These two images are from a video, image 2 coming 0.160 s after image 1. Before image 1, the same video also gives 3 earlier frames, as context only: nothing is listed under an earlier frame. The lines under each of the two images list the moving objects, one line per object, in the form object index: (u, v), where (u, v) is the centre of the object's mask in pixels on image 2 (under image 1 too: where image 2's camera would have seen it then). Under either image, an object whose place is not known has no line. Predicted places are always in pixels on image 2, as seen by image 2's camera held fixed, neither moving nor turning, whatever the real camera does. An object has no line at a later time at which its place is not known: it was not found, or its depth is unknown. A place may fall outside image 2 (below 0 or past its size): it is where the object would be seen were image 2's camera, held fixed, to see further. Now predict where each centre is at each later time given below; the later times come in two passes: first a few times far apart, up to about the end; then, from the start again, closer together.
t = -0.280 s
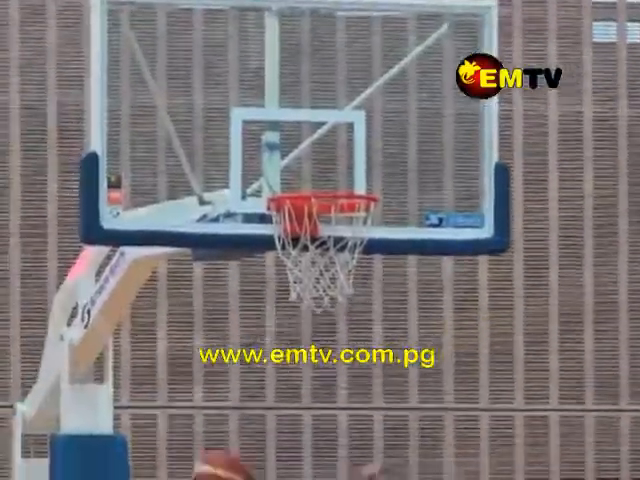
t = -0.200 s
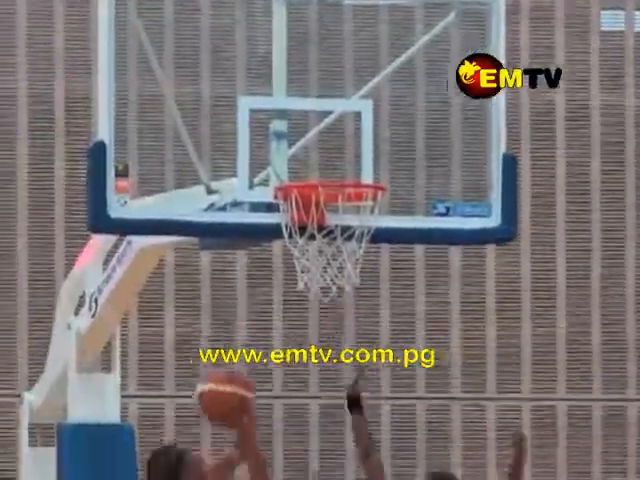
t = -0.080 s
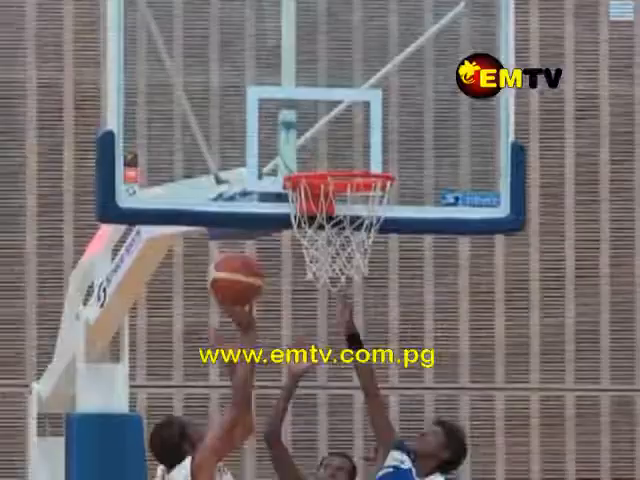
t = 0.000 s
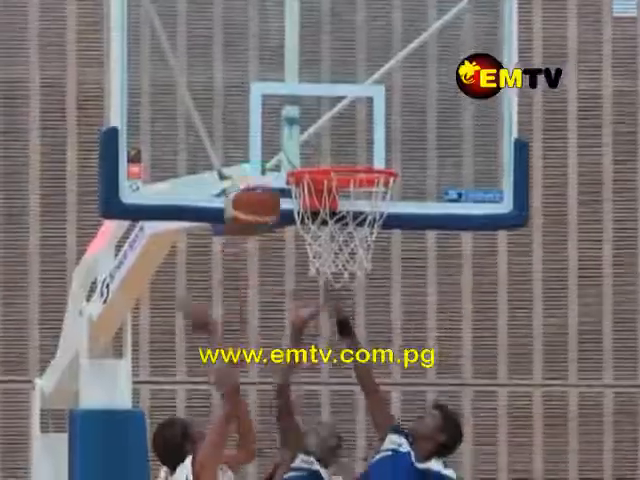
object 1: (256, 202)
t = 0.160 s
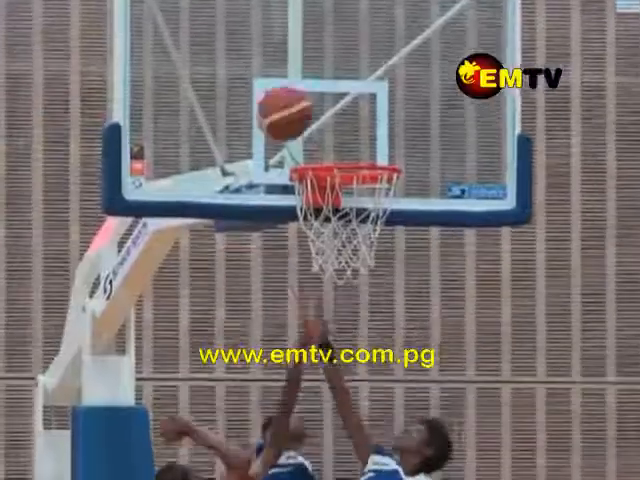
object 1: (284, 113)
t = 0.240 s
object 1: (297, 90)
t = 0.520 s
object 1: (344, 122)
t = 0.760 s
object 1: (397, 137)
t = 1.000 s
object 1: (457, 231)
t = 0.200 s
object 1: (291, 99)
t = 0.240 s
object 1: (297, 90)
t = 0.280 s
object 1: (305, 83)
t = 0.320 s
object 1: (310, 80)
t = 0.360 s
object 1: (317, 83)
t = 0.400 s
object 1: (324, 87)
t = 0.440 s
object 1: (331, 93)
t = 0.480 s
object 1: (337, 107)
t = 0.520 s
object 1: (344, 122)
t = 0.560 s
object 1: (351, 138)
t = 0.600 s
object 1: (359, 141)
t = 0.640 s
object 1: (369, 137)
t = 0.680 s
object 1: (379, 133)
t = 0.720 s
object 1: (389, 131)
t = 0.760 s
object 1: (397, 137)
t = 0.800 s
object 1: (408, 141)
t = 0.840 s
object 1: (419, 151)
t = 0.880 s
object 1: (428, 167)
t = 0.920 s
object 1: (438, 183)
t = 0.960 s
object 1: (446, 205)
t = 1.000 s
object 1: (457, 231)
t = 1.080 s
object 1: (478, 294)
